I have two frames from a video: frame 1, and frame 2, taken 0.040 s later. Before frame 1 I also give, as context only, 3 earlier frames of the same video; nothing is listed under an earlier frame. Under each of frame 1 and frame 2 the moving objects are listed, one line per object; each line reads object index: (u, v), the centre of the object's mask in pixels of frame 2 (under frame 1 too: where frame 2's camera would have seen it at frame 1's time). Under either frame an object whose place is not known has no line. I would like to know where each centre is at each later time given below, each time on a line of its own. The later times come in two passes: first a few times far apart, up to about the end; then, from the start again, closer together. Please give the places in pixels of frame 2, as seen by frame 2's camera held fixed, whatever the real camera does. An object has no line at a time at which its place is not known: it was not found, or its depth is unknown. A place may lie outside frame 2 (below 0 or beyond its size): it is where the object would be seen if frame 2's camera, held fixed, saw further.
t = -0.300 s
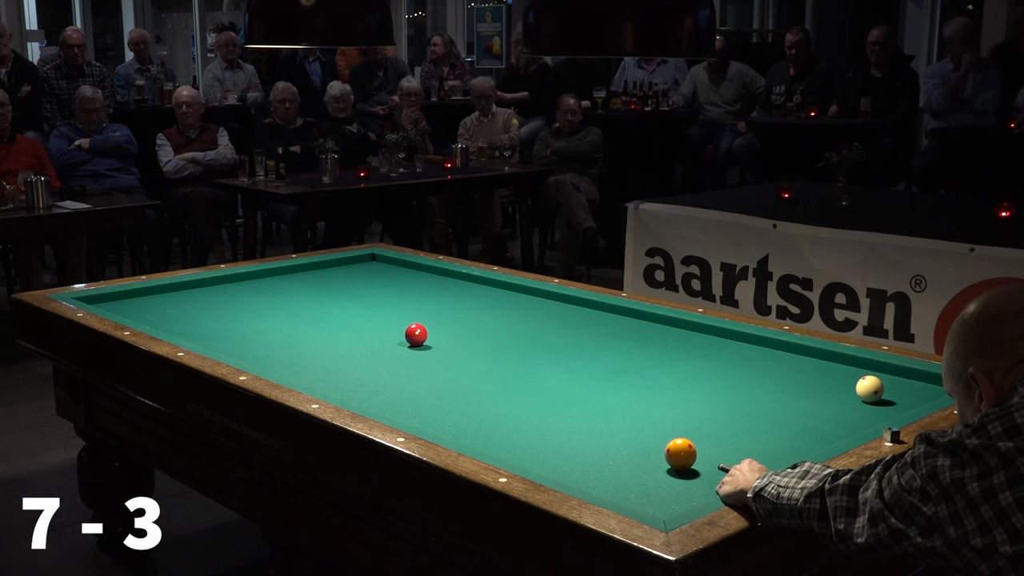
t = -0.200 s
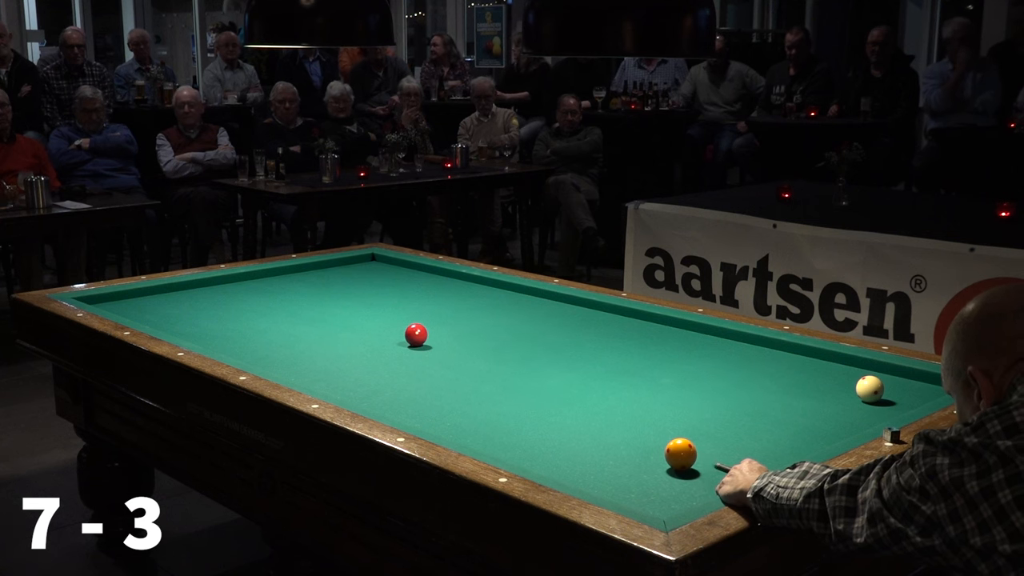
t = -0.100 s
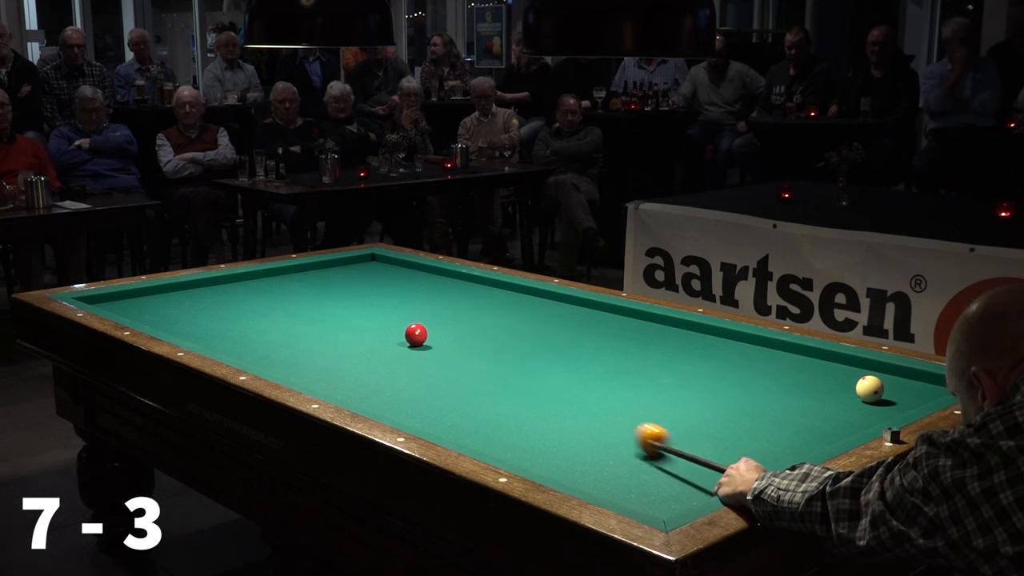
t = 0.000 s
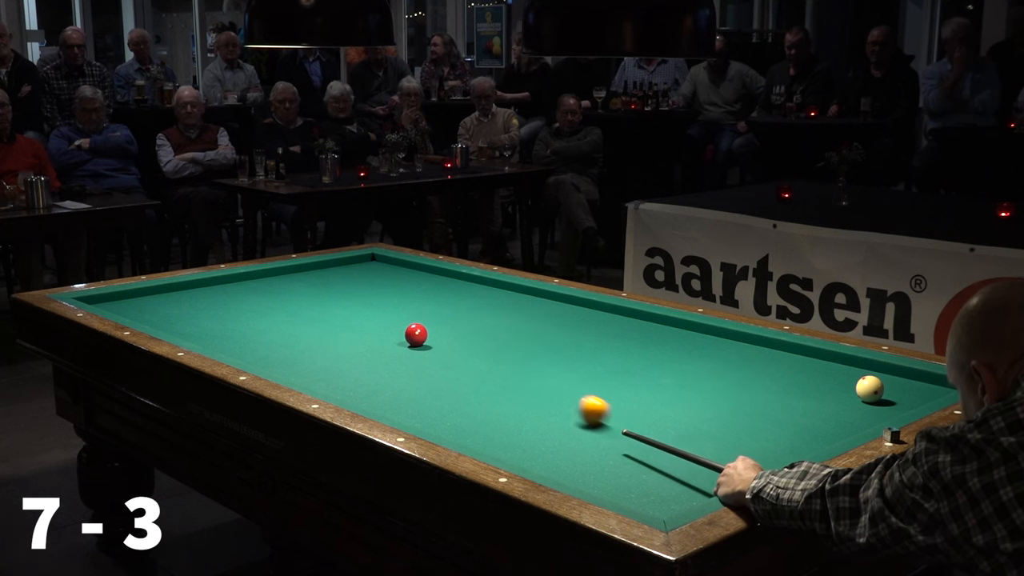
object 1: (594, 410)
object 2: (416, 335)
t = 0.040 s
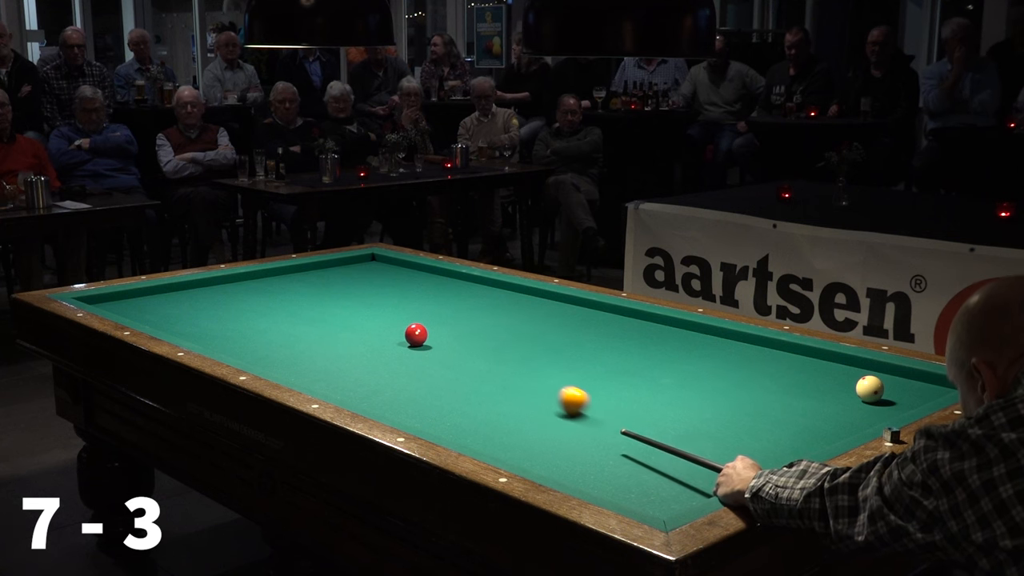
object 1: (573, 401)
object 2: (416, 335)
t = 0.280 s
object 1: (470, 352)
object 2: (416, 335)
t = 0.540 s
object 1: (452, 318)
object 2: (348, 328)
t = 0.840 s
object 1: (456, 289)
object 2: (256, 320)
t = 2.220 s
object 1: (265, 307)
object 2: (185, 301)
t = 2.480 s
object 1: (243, 325)
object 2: (222, 303)
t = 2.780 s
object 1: (217, 344)
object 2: (262, 304)
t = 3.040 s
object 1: (272, 353)
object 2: (297, 306)
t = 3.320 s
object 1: (337, 356)
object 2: (333, 307)
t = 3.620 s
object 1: (406, 361)
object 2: (371, 308)
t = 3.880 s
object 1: (467, 365)
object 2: (403, 309)
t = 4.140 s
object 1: (529, 369)
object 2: (434, 310)
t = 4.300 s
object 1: (565, 372)
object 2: (452, 311)
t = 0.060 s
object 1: (563, 396)
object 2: (416, 335)
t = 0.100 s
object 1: (545, 387)
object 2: (416, 335)
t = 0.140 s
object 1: (527, 378)
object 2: (416, 335)
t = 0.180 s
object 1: (509, 370)
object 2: (416, 335)
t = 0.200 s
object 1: (501, 367)
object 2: (416, 335)
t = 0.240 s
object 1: (485, 359)
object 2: (416, 335)
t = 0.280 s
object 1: (470, 352)
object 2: (416, 335)
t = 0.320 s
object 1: (456, 345)
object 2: (416, 335)
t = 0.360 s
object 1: (442, 338)
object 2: (416, 335)
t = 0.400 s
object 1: (441, 334)
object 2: (404, 333)
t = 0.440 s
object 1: (445, 329)
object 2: (387, 332)
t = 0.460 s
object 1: (447, 327)
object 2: (378, 331)
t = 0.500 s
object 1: (450, 322)
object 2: (362, 330)
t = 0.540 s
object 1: (452, 318)
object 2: (348, 328)
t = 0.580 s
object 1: (452, 314)
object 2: (336, 327)
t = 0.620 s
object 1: (453, 310)
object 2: (323, 326)
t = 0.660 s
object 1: (453, 305)
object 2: (310, 325)
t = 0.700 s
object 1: (454, 301)
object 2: (298, 324)
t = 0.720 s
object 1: (454, 300)
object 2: (293, 323)
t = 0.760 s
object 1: (455, 296)
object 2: (280, 322)
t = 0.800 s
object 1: (455, 292)
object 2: (268, 321)
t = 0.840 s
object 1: (456, 289)
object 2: (256, 320)
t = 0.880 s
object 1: (456, 285)
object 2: (244, 319)
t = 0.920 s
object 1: (457, 282)
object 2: (232, 318)
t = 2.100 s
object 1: (274, 300)
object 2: (168, 301)
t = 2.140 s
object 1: (271, 302)
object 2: (174, 301)
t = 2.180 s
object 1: (268, 305)
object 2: (180, 301)
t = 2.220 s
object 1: (265, 307)
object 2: (185, 301)
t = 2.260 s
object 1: (262, 310)
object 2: (191, 302)
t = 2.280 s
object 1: (260, 311)
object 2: (194, 302)
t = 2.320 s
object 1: (257, 313)
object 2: (199, 302)
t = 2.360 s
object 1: (254, 317)
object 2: (205, 302)
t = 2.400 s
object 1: (251, 319)
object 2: (211, 302)
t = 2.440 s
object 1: (247, 322)
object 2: (216, 303)
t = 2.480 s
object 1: (243, 325)
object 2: (222, 303)
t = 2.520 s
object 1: (240, 328)
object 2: (227, 303)
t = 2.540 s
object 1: (238, 329)
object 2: (230, 303)
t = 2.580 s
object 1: (235, 332)
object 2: (235, 303)
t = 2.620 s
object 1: (231, 335)
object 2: (241, 303)
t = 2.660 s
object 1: (227, 338)
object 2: (246, 304)
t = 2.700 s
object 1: (223, 341)
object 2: (252, 304)
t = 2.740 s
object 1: (220, 343)
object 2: (257, 304)
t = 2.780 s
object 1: (217, 344)
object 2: (262, 304)
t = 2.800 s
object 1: (217, 345)
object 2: (265, 304)
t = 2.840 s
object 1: (227, 347)
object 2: (270, 305)
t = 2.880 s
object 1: (236, 349)
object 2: (276, 305)
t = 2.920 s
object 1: (245, 350)
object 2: (281, 305)
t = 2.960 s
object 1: (254, 351)
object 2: (287, 305)
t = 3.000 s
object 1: (263, 352)
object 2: (292, 305)
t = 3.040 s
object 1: (272, 353)
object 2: (297, 306)
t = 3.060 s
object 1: (277, 353)
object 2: (300, 306)
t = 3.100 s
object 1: (286, 353)
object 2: (305, 306)
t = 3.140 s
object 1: (295, 354)
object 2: (310, 306)
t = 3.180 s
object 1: (304, 355)
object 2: (315, 306)
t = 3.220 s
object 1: (314, 355)
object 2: (320, 307)
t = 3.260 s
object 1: (323, 356)
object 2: (325, 307)
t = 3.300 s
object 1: (332, 357)
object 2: (331, 307)
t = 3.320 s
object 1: (337, 356)
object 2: (333, 307)
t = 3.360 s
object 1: (346, 357)
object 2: (338, 307)
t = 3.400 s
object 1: (355, 358)
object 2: (343, 307)
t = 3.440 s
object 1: (365, 358)
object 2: (348, 308)
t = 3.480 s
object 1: (374, 359)
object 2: (353, 308)
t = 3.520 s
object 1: (383, 360)
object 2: (358, 308)
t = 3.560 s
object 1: (393, 360)
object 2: (363, 308)
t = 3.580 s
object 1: (397, 361)
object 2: (366, 308)
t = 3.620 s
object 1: (406, 361)
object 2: (371, 308)
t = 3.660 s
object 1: (416, 362)
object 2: (376, 308)
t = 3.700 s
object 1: (425, 363)
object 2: (381, 308)
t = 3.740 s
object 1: (435, 363)
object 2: (386, 308)
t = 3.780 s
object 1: (444, 364)
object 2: (391, 309)
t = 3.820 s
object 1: (453, 364)
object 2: (396, 309)
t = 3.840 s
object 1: (458, 365)
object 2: (398, 309)
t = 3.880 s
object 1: (467, 365)
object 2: (403, 309)
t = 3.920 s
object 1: (477, 366)
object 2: (408, 309)
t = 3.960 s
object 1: (486, 367)
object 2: (413, 310)
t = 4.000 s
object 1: (495, 367)
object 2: (417, 310)
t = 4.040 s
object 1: (505, 368)
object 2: (422, 310)
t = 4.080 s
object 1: (514, 368)
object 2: (427, 310)
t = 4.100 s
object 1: (519, 368)
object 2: (429, 311)
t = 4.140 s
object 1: (529, 369)
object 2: (434, 310)
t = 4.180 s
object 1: (538, 369)
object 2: (438, 311)
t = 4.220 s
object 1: (547, 370)
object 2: (443, 311)
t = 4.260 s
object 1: (556, 371)
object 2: (448, 311)
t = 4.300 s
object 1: (565, 372)
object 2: (452, 311)
